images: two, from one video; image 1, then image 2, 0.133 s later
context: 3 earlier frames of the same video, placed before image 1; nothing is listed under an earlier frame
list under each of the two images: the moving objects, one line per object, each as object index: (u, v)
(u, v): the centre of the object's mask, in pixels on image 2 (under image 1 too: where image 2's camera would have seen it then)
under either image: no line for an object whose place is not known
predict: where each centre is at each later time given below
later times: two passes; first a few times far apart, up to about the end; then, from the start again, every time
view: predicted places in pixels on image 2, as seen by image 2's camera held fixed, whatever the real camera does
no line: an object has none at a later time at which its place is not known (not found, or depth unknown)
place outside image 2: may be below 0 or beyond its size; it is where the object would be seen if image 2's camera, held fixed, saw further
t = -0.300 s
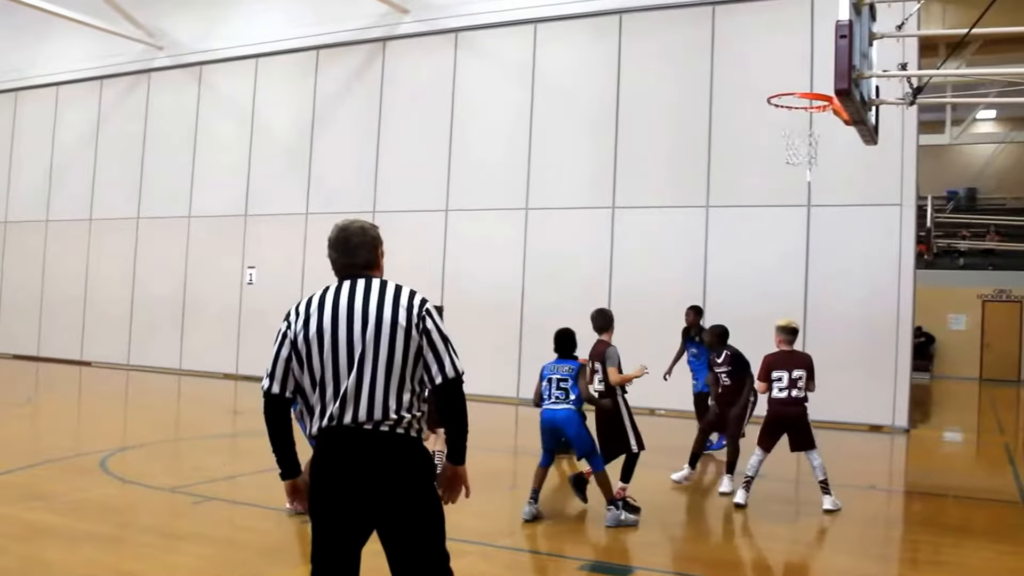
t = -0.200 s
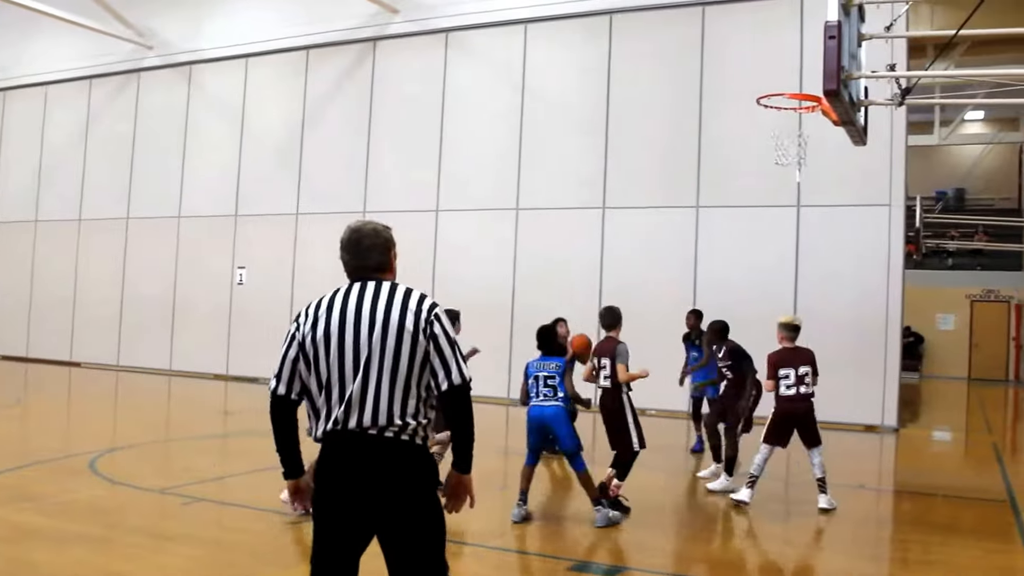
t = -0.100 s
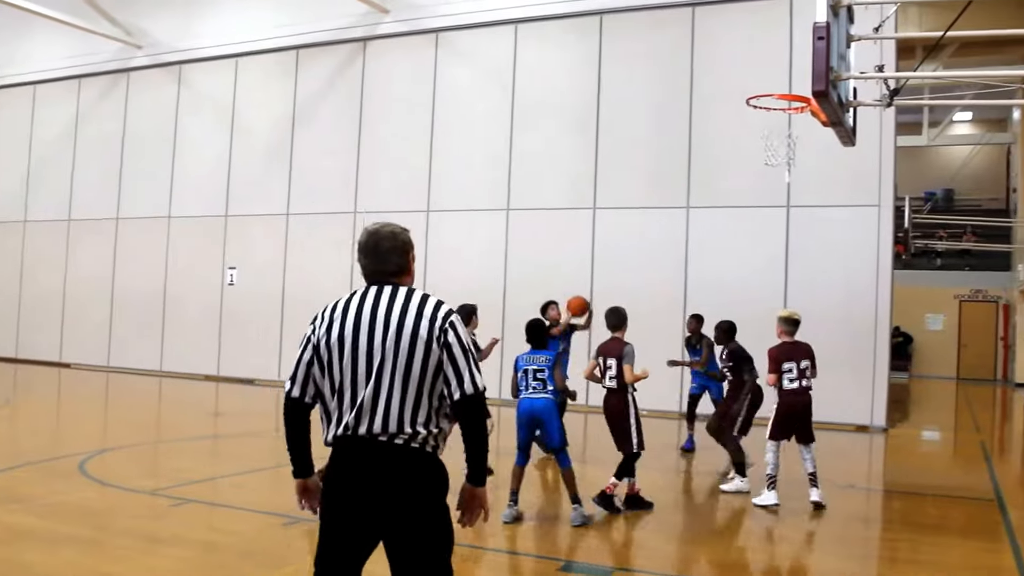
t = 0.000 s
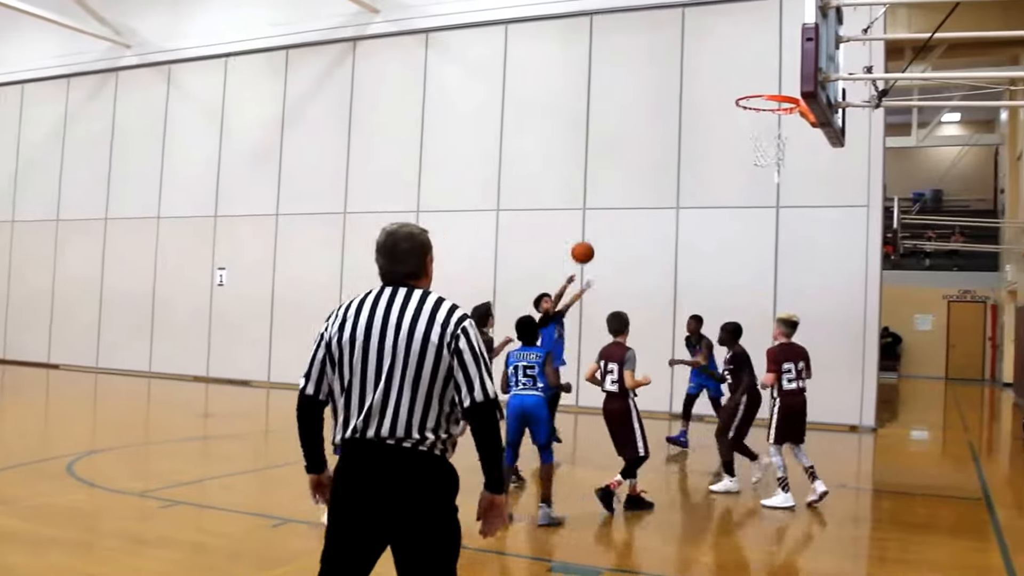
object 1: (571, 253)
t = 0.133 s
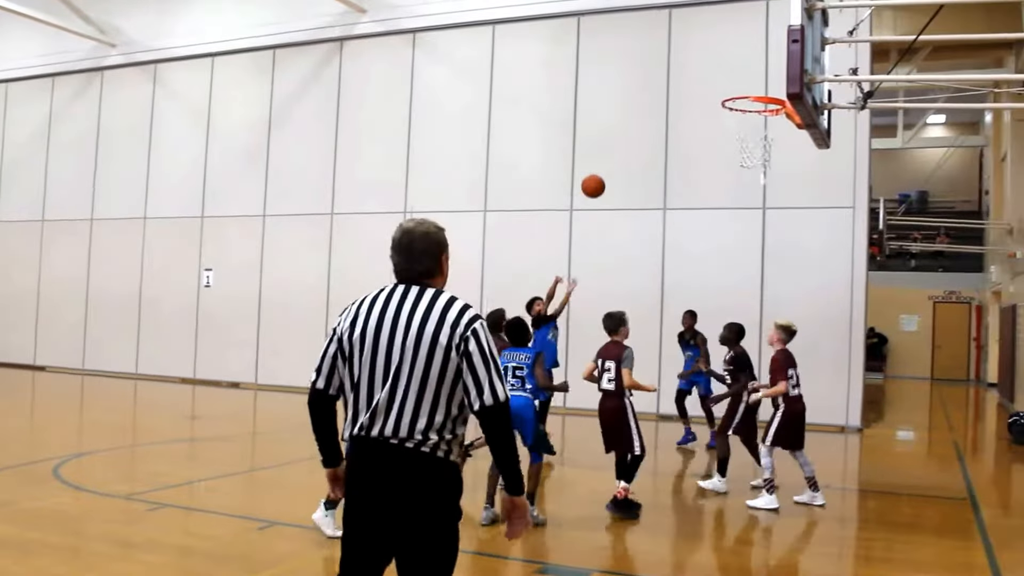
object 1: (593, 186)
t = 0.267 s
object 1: (616, 132)
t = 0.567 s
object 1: (674, 69)
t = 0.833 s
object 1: (731, 97)
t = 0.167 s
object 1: (598, 171)
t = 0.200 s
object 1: (604, 158)
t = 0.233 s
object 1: (610, 145)
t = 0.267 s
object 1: (616, 132)
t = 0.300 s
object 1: (622, 121)
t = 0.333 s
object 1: (628, 111)
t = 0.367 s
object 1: (635, 102)
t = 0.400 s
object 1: (641, 94)
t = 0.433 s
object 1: (647, 86)
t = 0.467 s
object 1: (654, 80)
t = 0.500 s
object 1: (660, 75)
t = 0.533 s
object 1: (667, 71)
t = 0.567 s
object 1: (674, 69)
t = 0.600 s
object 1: (680, 68)
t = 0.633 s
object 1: (687, 68)
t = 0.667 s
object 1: (695, 70)
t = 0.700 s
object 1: (702, 72)
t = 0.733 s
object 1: (709, 76)
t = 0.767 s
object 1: (716, 82)
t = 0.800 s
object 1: (723, 87)
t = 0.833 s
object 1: (731, 97)
